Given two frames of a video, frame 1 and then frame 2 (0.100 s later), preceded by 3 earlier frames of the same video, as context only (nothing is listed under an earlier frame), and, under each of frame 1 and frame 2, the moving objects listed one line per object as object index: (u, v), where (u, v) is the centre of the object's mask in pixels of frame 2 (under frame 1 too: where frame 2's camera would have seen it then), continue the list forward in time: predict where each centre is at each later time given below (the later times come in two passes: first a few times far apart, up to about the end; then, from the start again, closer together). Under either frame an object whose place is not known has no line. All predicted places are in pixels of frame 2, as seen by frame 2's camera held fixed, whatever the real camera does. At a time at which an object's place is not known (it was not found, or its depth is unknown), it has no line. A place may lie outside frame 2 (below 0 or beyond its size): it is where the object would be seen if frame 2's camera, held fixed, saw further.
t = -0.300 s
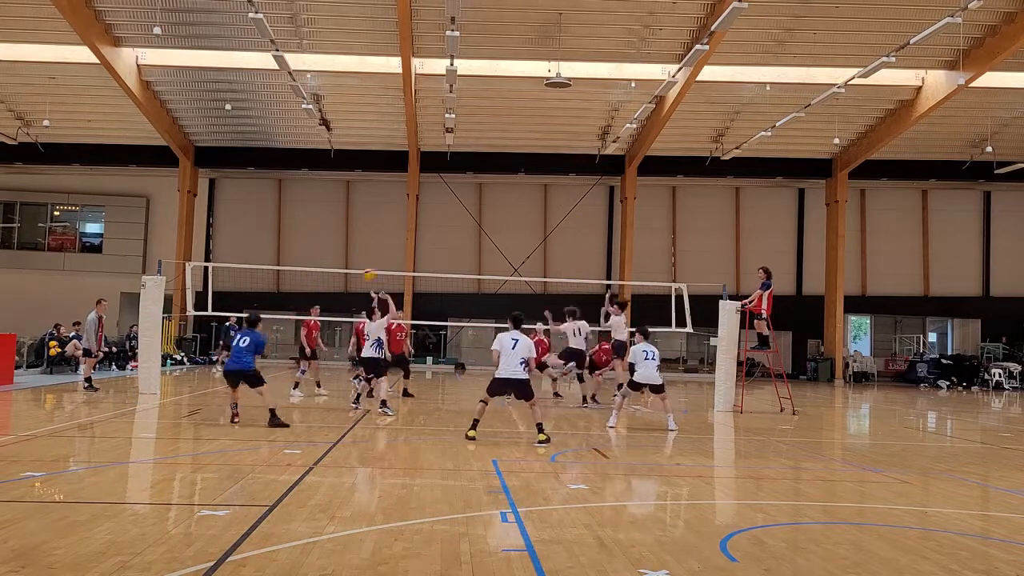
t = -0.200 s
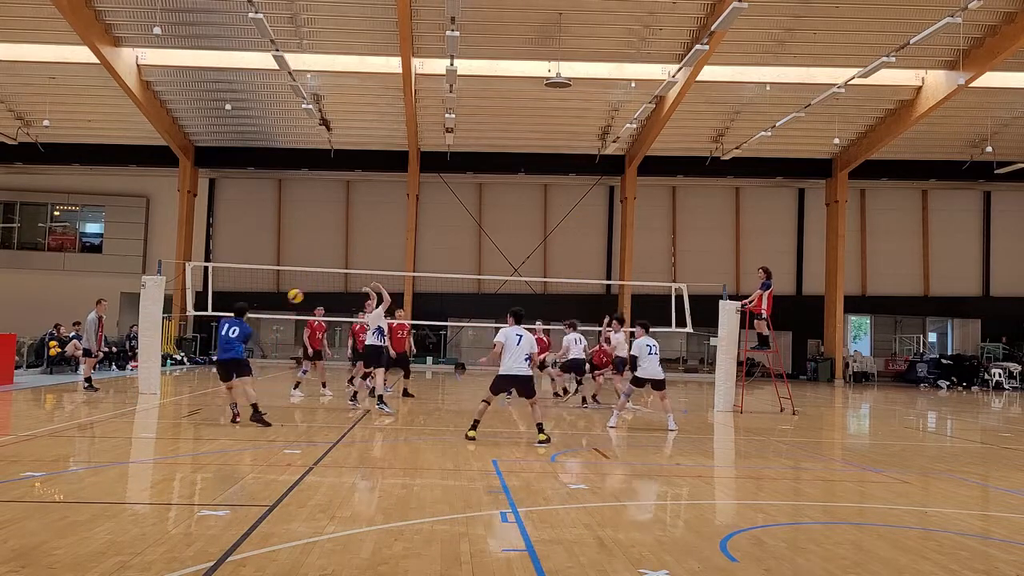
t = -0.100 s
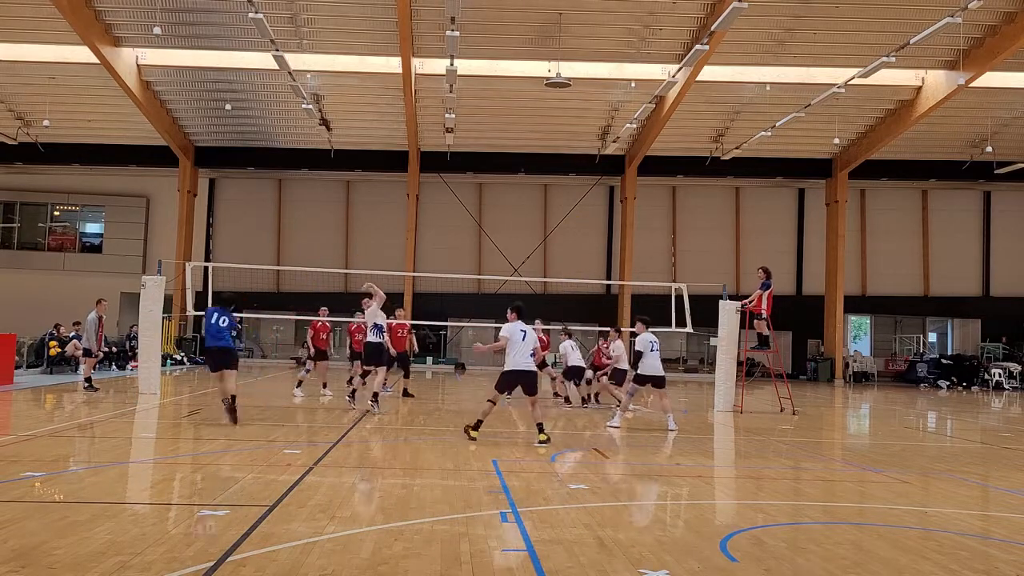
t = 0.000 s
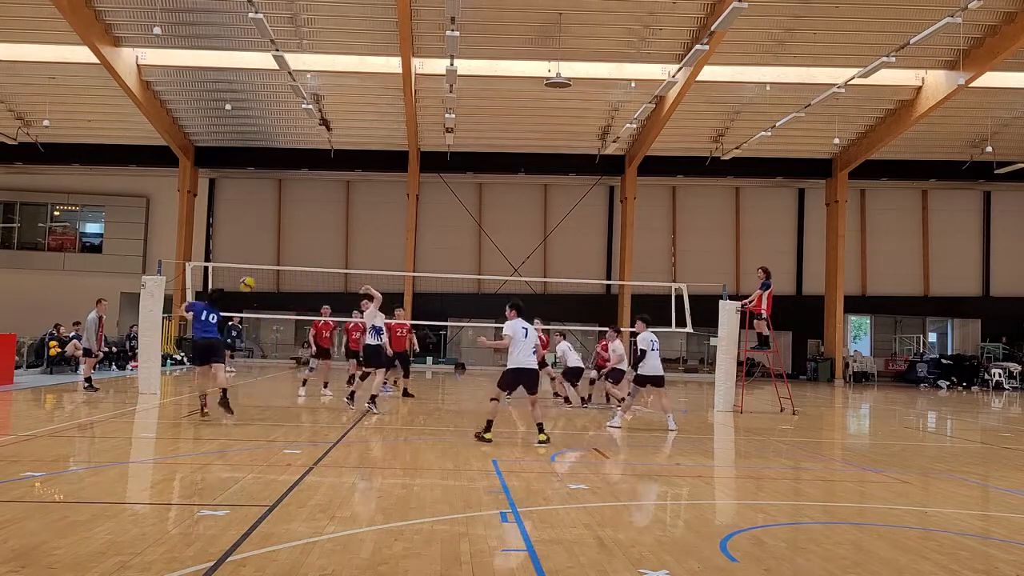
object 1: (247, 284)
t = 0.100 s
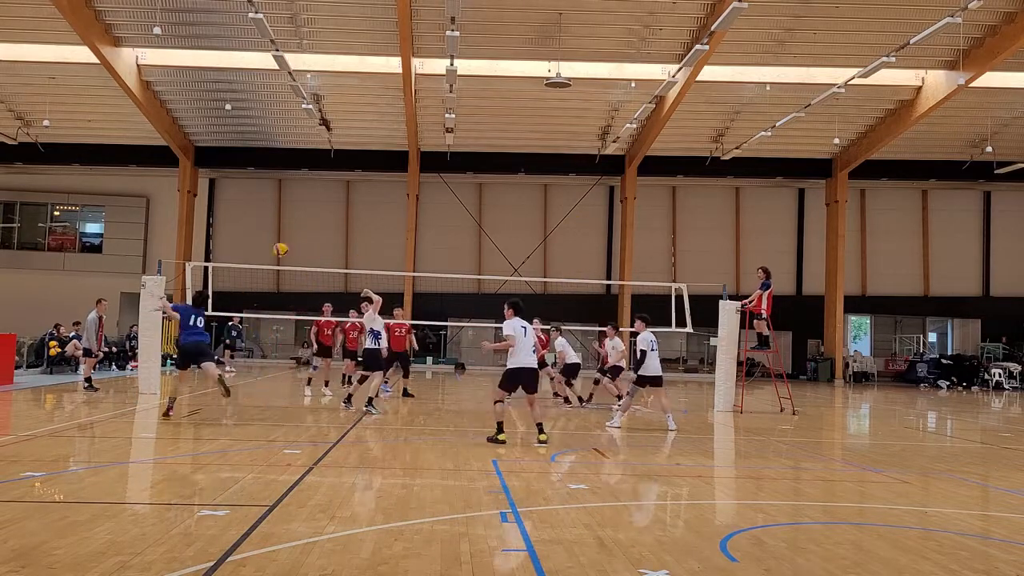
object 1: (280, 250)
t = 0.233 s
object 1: (322, 216)
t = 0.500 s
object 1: (396, 188)
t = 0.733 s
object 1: (453, 199)
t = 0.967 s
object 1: (504, 239)
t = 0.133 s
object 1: (291, 240)
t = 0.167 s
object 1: (302, 231)
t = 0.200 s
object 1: (312, 223)
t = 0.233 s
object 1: (322, 216)
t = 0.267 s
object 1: (332, 210)
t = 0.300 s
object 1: (341, 205)
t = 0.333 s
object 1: (351, 200)
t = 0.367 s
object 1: (360, 197)
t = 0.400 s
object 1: (369, 193)
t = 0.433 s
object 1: (379, 191)
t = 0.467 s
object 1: (388, 189)
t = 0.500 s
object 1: (396, 188)
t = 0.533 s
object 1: (405, 188)
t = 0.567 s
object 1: (413, 188)
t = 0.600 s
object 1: (422, 189)
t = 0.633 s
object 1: (429, 191)
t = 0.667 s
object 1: (438, 193)
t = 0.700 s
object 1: (446, 195)
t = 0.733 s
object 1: (453, 199)
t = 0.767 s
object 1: (461, 203)
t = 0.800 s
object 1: (468, 207)
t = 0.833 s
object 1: (476, 213)
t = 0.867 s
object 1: (483, 218)
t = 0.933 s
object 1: (497, 231)
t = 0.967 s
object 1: (504, 239)
